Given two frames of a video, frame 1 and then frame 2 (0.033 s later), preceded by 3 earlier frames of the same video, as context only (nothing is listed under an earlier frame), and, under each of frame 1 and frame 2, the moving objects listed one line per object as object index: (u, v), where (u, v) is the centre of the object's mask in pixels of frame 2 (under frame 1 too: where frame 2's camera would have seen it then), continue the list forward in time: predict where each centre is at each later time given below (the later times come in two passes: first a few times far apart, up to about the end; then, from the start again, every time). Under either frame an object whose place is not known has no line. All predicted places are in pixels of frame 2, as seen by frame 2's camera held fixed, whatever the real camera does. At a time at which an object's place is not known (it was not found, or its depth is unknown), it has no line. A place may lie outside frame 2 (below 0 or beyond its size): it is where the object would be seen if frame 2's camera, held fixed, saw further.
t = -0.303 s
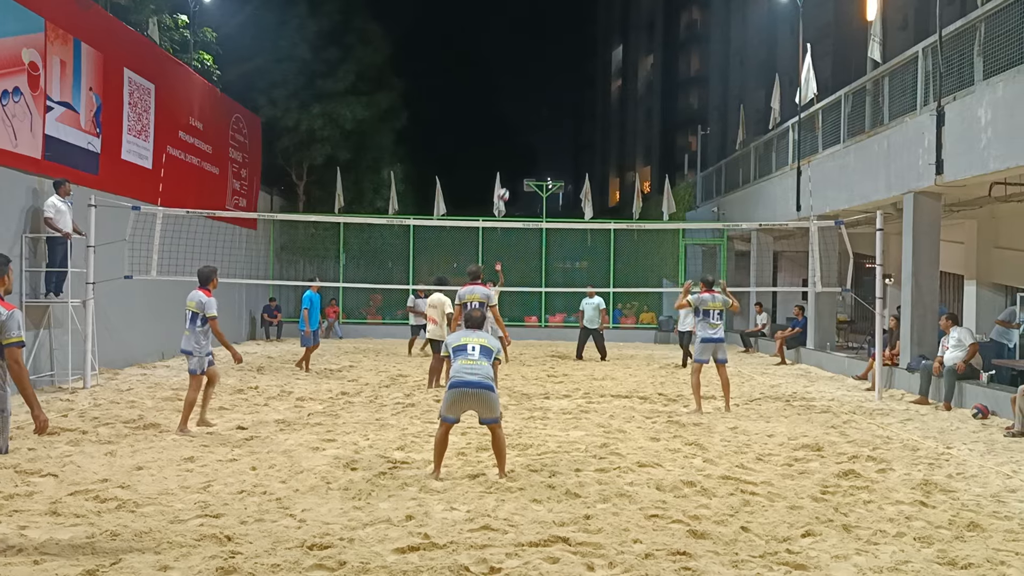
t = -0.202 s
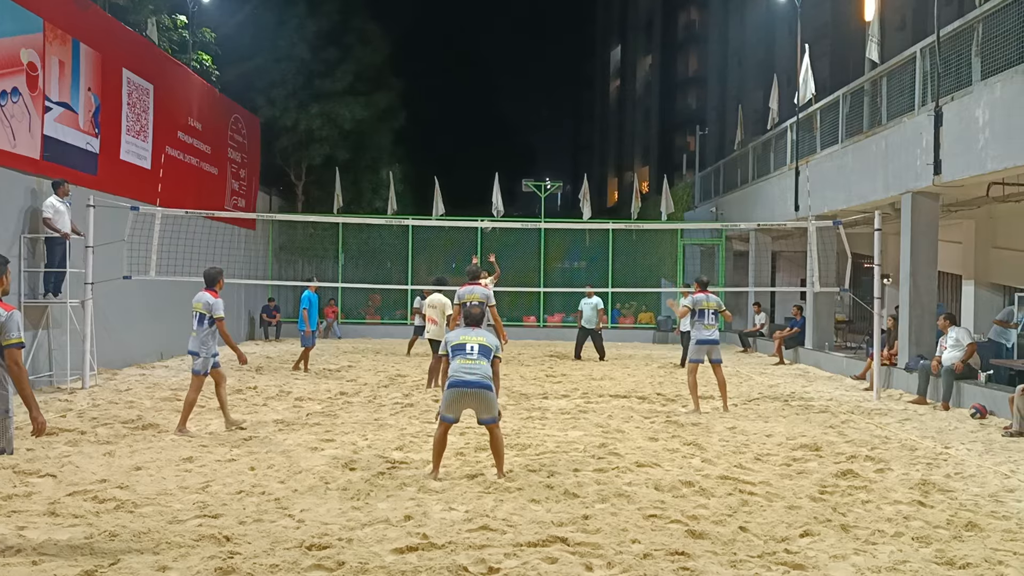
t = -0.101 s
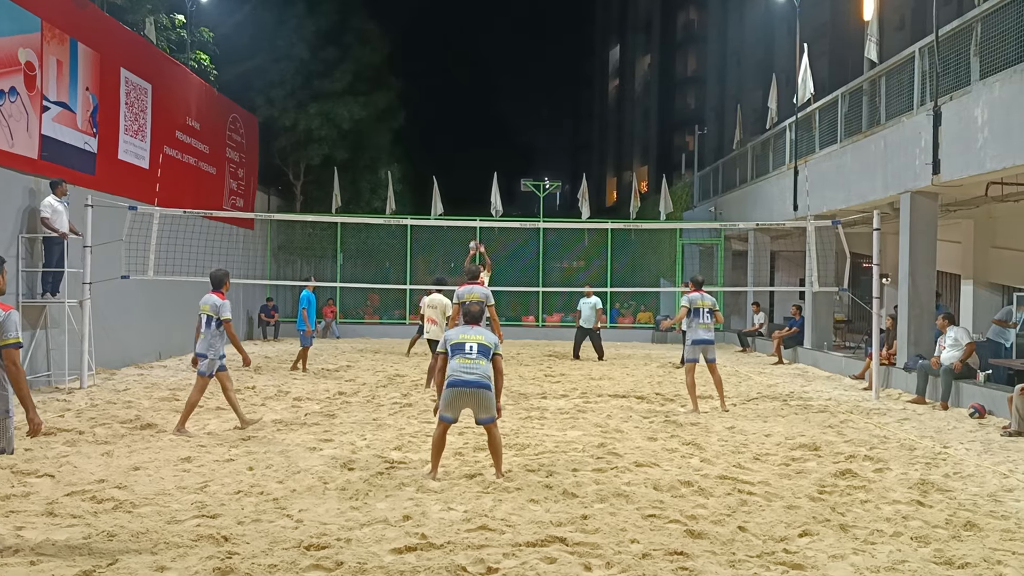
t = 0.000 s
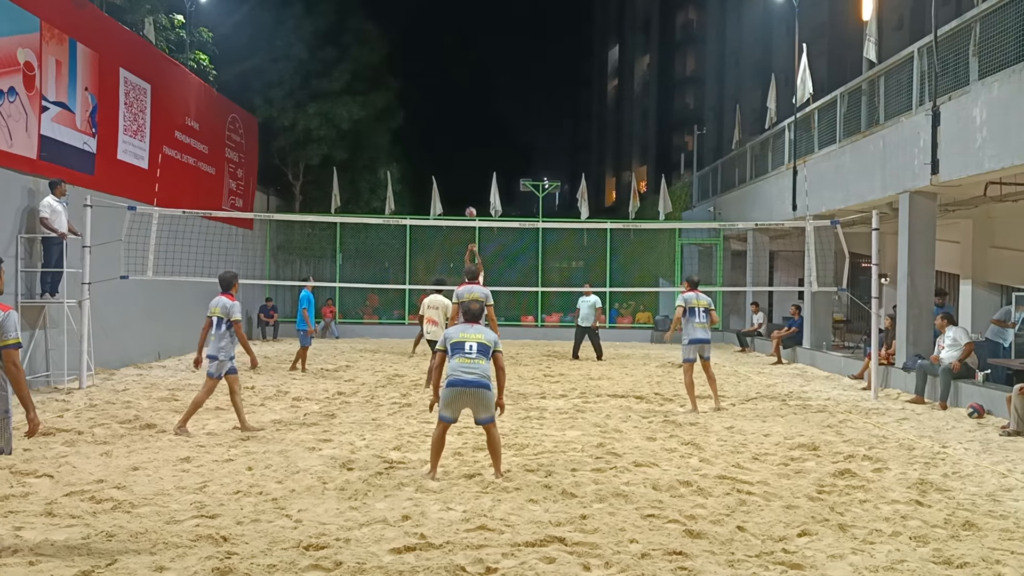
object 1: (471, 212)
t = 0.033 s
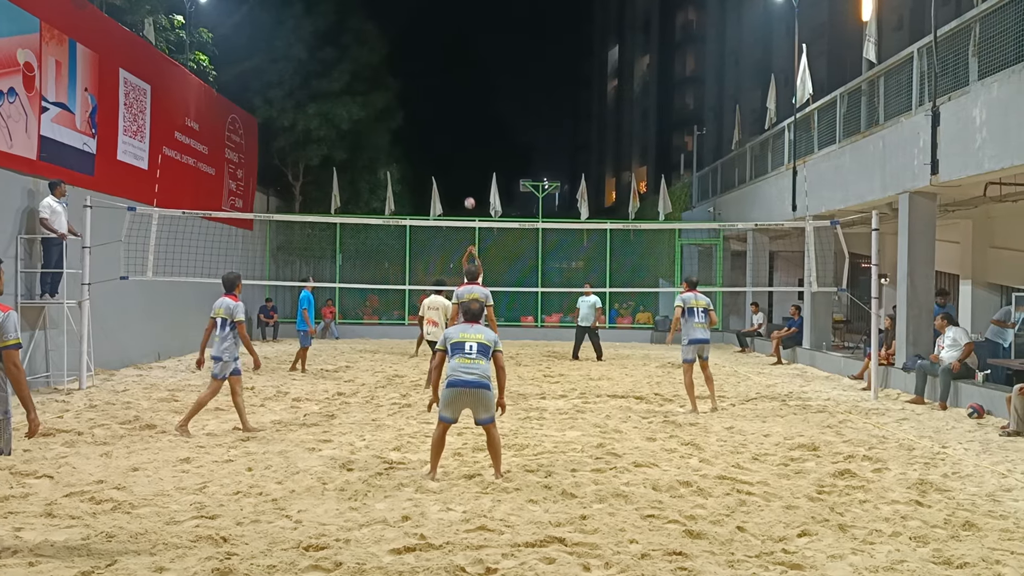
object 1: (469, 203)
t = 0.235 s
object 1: (463, 154)
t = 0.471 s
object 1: (454, 123)
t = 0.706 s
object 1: (446, 119)
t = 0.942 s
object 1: (438, 138)
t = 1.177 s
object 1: (431, 180)
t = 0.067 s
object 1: (468, 193)
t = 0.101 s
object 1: (467, 184)
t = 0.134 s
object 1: (466, 176)
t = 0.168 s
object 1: (465, 168)
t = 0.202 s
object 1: (464, 161)
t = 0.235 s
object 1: (463, 154)
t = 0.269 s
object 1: (462, 148)
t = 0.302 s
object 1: (460, 143)
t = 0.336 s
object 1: (459, 138)
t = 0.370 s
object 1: (458, 133)
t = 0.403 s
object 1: (457, 129)
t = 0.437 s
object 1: (455, 126)
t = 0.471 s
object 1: (454, 123)
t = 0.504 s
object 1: (453, 121)
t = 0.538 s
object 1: (452, 119)
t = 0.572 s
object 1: (451, 118)
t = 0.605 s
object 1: (450, 117)
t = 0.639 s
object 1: (448, 117)
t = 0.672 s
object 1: (447, 118)
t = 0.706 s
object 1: (446, 119)
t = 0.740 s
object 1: (445, 120)
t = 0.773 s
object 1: (444, 122)
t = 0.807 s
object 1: (443, 124)
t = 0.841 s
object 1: (441, 127)
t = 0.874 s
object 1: (440, 130)
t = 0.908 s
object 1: (439, 134)
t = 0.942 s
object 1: (438, 138)
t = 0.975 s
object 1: (437, 143)
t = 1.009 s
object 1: (435, 148)
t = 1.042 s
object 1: (435, 153)
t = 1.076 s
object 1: (433, 159)
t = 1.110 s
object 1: (433, 166)
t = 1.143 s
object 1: (432, 172)
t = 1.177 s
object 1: (431, 180)
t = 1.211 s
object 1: (429, 187)
